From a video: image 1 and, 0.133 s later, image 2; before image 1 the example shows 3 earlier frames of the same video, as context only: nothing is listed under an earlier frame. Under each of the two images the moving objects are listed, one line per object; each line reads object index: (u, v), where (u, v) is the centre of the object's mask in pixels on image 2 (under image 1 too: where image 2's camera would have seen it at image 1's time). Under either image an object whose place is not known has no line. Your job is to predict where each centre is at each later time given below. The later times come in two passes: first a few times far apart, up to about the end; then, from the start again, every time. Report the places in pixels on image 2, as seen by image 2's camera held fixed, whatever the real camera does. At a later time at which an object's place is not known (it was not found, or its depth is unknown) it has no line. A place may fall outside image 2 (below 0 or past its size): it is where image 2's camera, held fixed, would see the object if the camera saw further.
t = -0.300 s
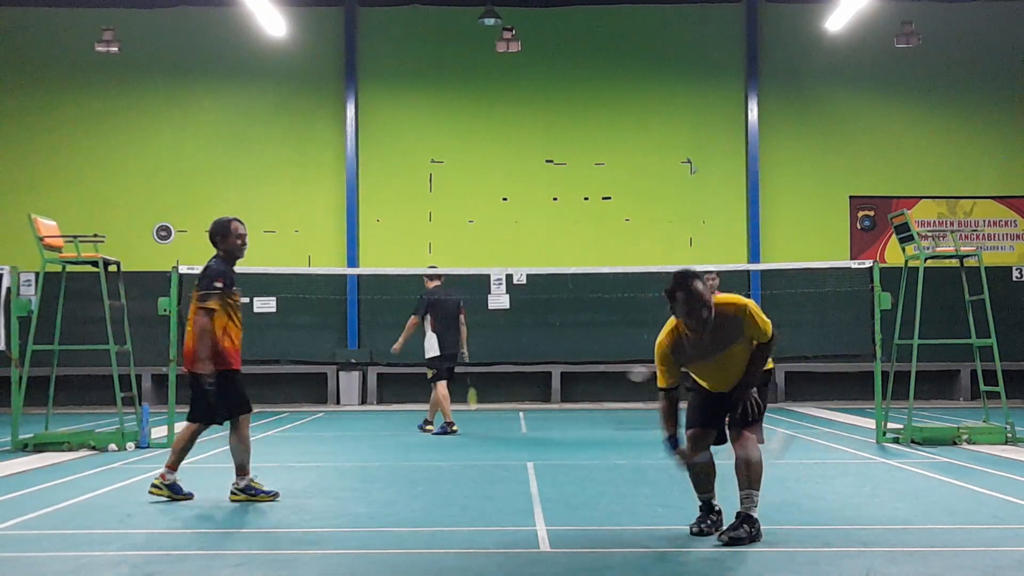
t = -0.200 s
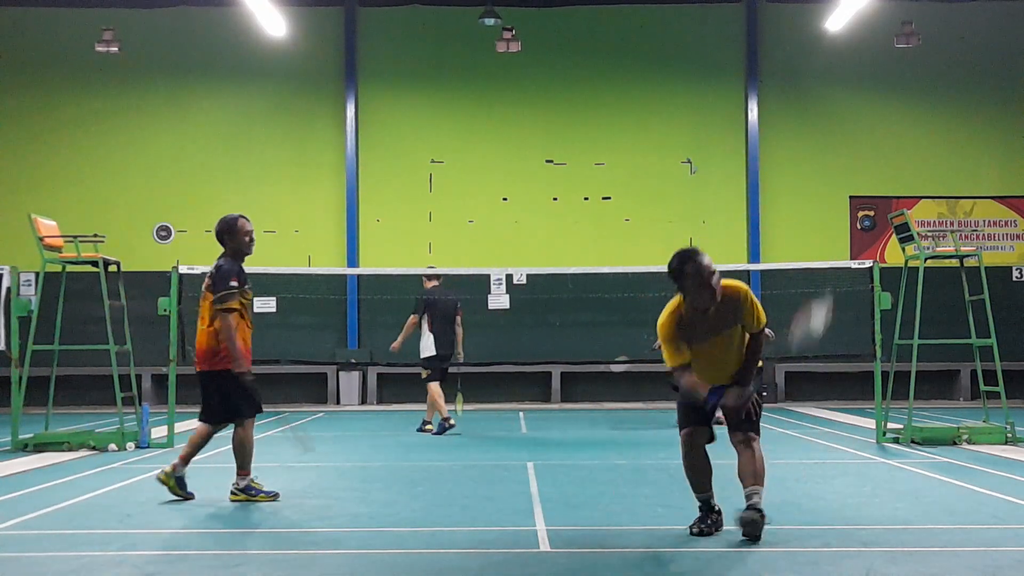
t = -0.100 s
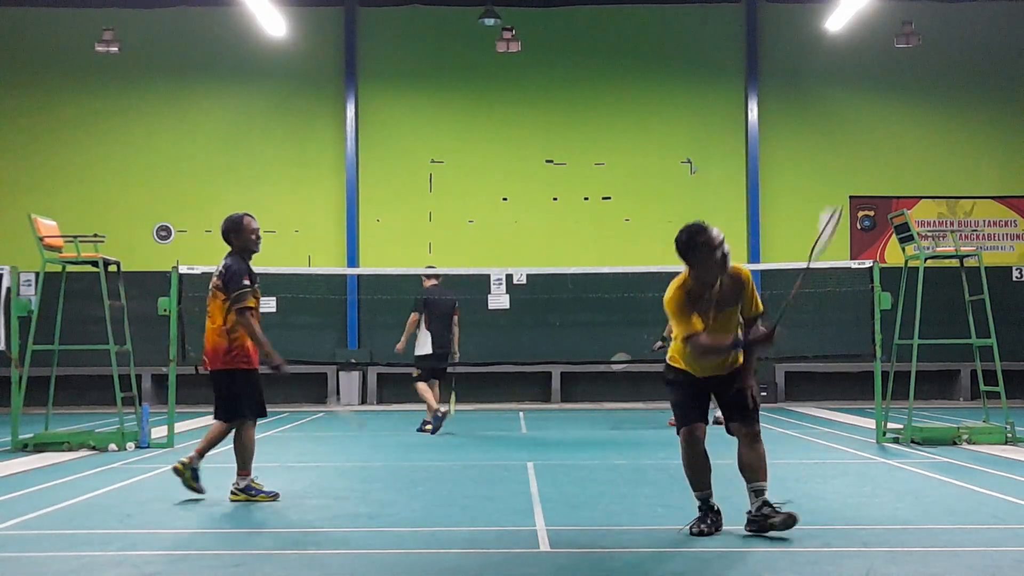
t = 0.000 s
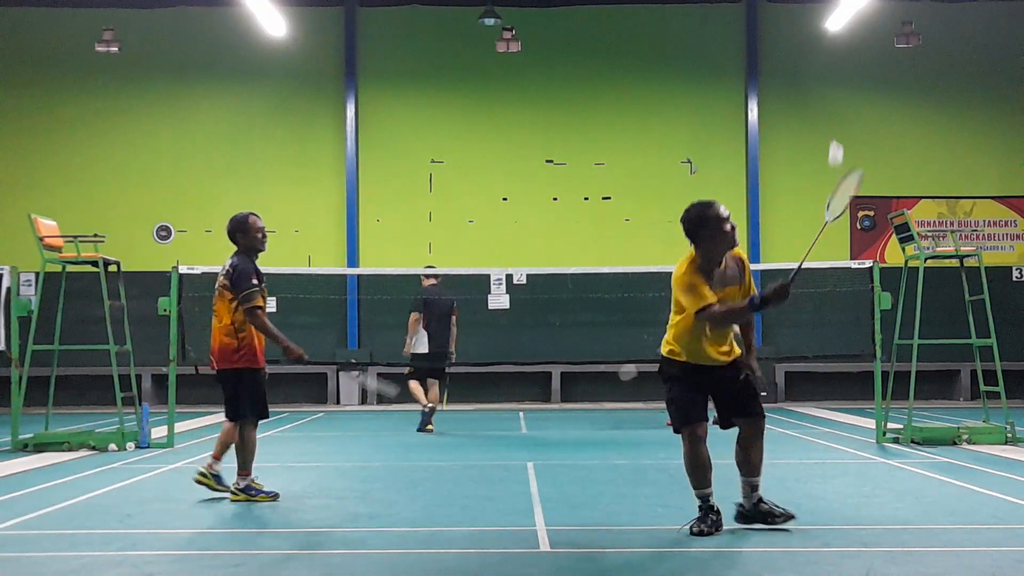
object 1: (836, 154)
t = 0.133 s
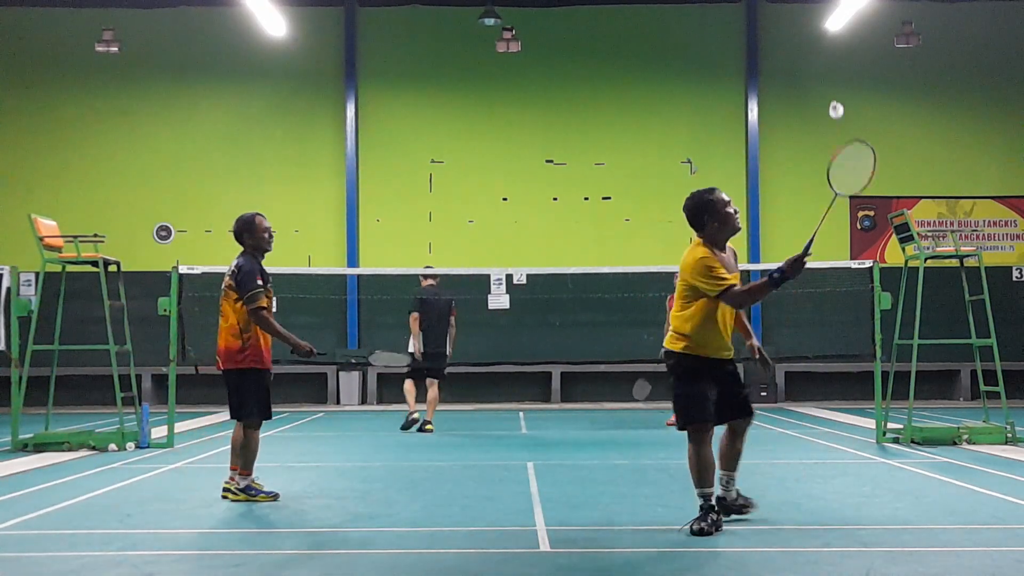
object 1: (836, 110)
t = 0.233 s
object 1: (834, 103)
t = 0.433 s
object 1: (834, 142)
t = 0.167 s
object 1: (836, 106)
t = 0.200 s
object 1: (835, 103)
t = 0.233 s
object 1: (834, 103)
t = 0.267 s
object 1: (834, 104)
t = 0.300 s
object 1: (834, 107)
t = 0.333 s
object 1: (833, 113)
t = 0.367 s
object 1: (834, 120)
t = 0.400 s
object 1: (834, 130)
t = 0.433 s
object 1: (834, 142)
